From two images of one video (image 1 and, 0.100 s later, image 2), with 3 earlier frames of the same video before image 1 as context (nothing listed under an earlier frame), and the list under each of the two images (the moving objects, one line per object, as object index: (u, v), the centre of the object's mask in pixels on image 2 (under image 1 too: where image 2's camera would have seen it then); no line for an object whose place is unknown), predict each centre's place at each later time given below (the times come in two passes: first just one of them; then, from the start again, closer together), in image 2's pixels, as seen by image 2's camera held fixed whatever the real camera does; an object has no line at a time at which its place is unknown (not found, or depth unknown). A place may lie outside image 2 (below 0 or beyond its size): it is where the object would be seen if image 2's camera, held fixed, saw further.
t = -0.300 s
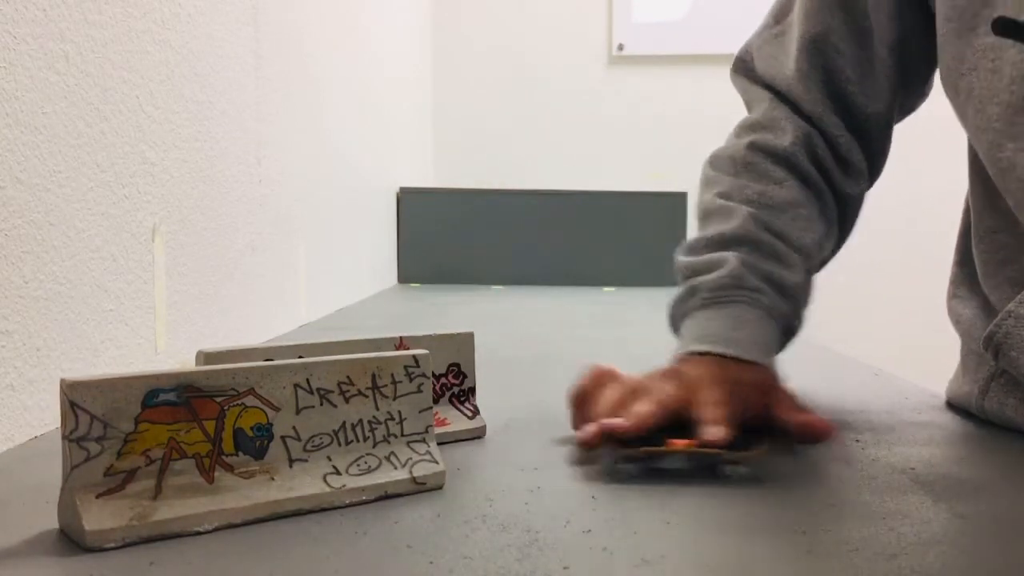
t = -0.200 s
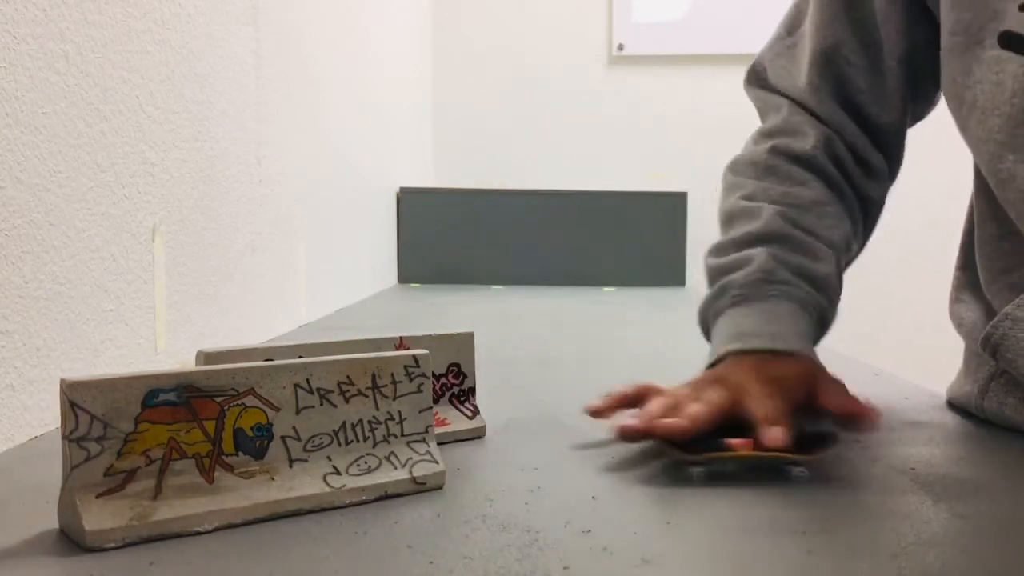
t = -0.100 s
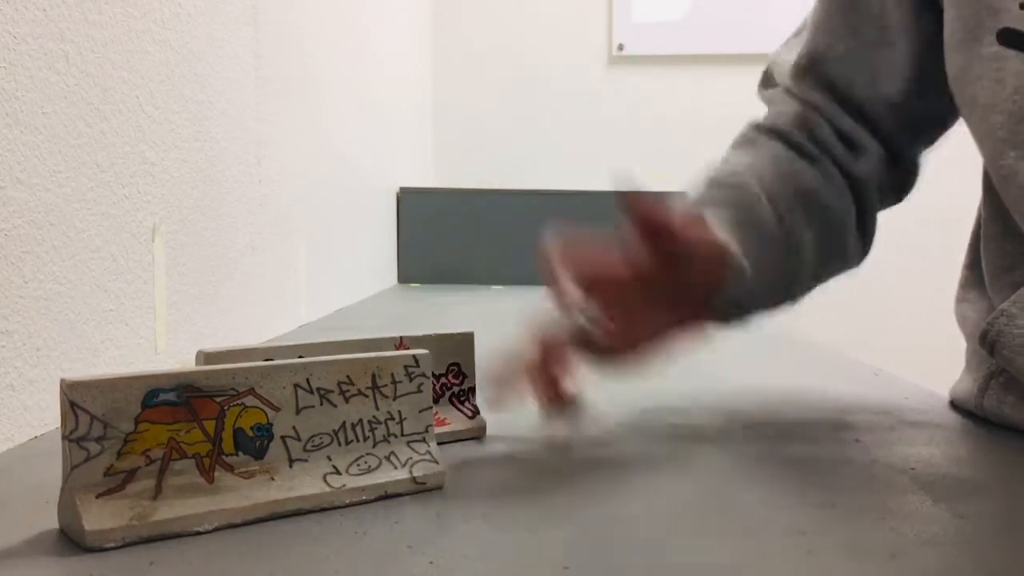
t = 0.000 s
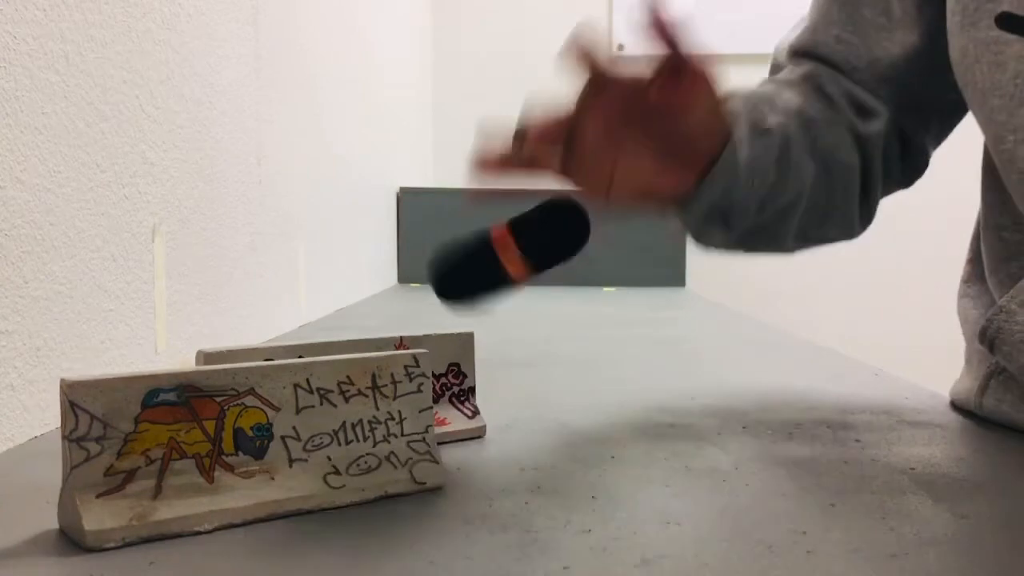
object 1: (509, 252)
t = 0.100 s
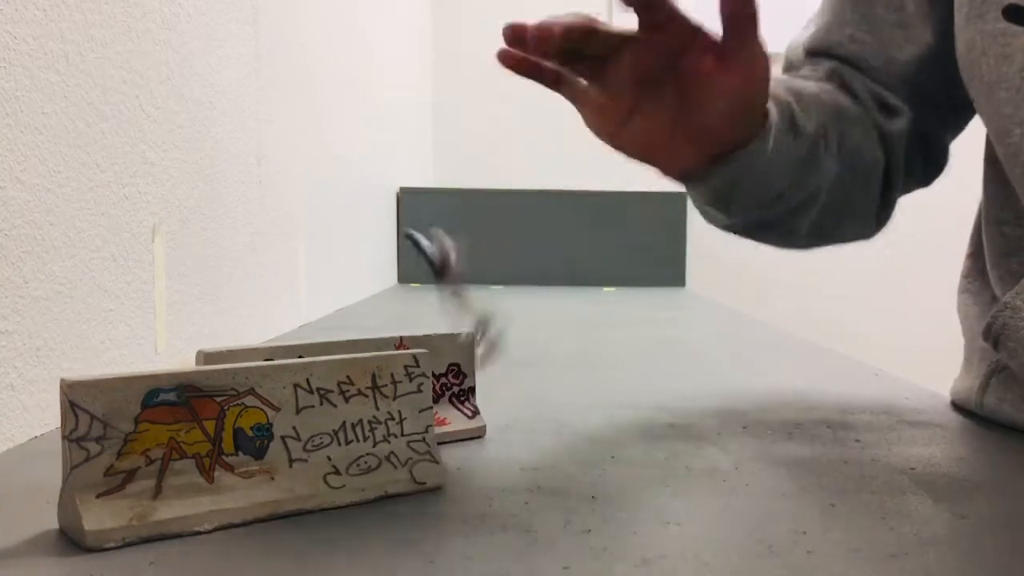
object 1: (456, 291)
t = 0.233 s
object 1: (481, 431)
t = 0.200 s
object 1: (485, 442)
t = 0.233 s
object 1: (481, 431)
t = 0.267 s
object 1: (480, 436)
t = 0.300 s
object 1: (494, 454)
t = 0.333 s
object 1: (502, 448)
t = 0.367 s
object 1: (512, 455)
